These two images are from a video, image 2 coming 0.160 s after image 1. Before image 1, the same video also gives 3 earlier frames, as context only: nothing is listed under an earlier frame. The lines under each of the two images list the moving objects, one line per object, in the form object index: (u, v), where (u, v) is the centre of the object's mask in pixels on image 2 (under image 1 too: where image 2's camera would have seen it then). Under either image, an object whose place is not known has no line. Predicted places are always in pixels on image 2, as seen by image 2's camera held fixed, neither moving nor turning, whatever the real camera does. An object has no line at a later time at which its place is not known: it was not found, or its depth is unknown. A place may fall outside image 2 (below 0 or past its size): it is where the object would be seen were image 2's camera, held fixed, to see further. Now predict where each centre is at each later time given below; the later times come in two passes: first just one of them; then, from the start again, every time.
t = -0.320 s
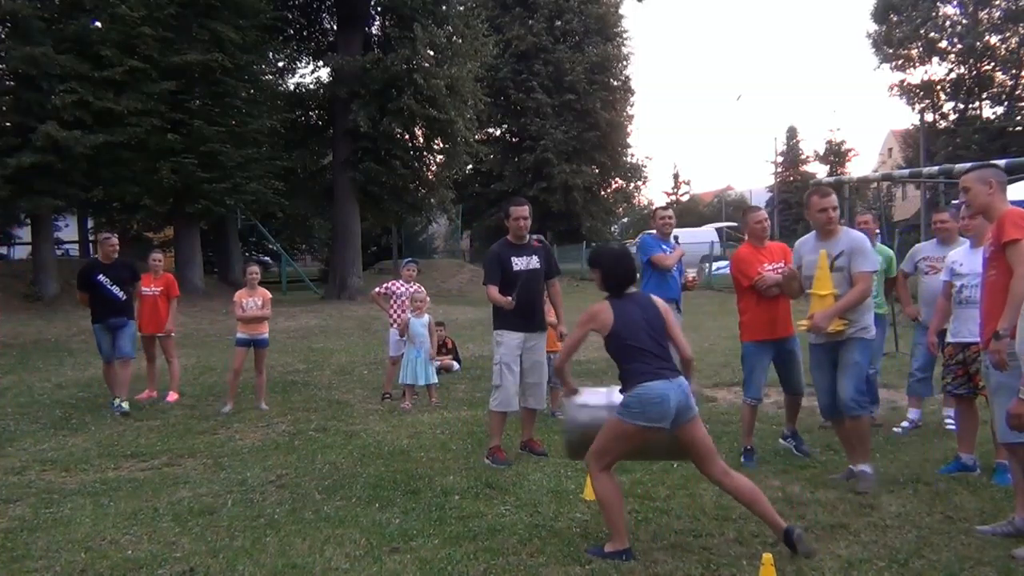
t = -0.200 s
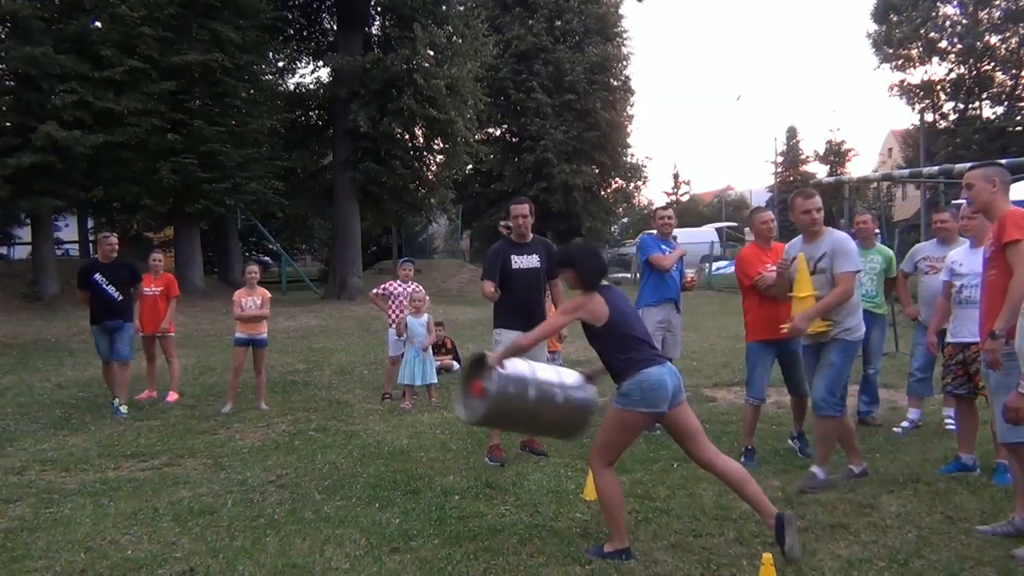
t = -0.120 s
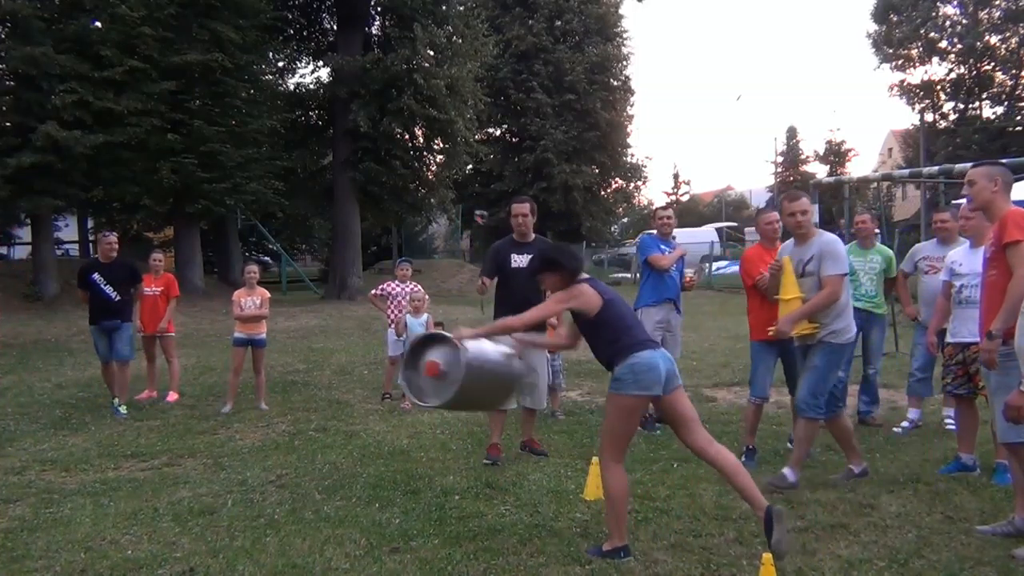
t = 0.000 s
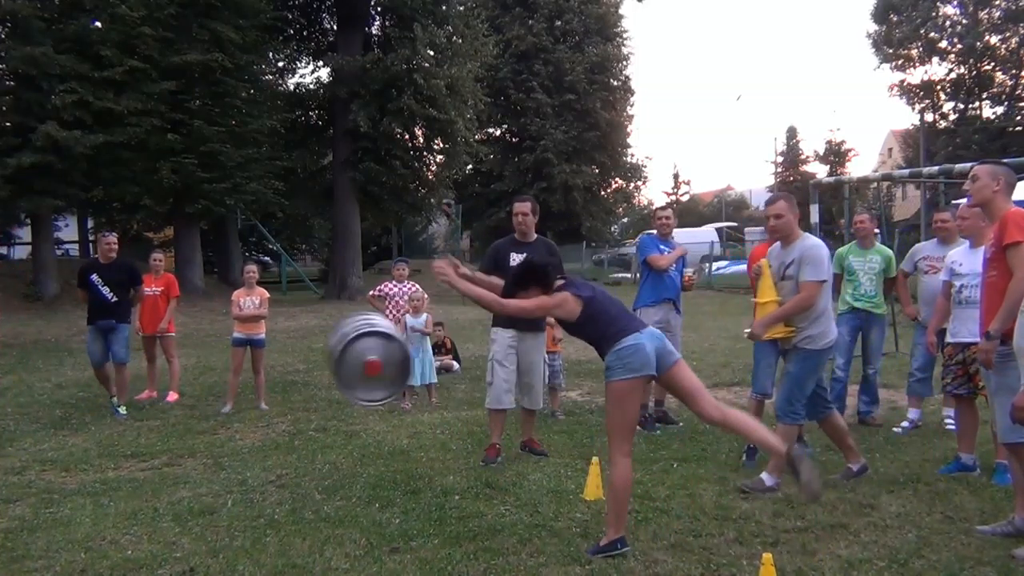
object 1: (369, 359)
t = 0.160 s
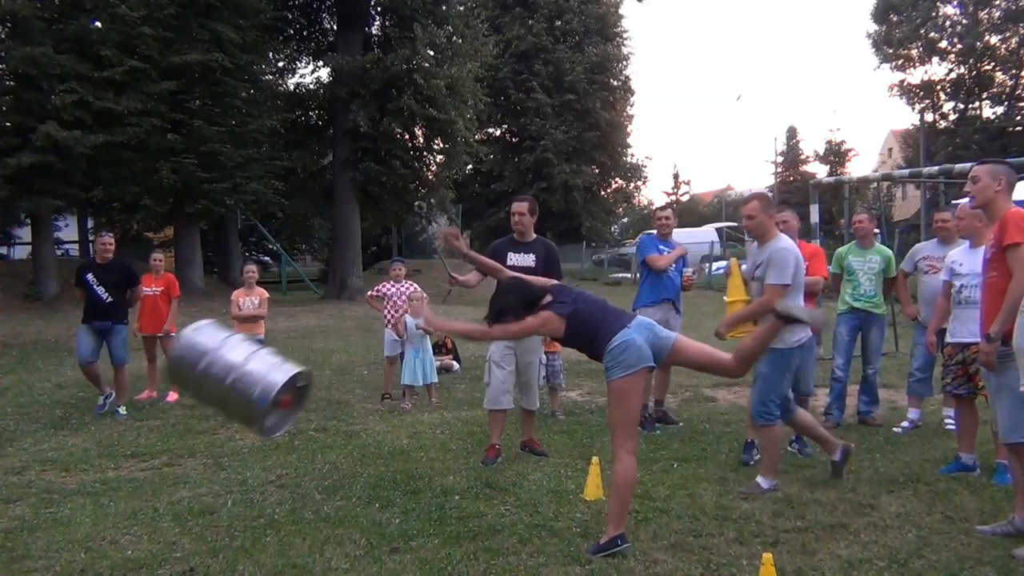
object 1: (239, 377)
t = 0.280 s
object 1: (137, 428)
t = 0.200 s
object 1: (204, 390)
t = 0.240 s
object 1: (171, 406)
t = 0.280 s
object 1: (137, 428)
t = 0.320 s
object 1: (103, 451)
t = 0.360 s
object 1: (71, 479)
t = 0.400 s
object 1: (51, 511)
